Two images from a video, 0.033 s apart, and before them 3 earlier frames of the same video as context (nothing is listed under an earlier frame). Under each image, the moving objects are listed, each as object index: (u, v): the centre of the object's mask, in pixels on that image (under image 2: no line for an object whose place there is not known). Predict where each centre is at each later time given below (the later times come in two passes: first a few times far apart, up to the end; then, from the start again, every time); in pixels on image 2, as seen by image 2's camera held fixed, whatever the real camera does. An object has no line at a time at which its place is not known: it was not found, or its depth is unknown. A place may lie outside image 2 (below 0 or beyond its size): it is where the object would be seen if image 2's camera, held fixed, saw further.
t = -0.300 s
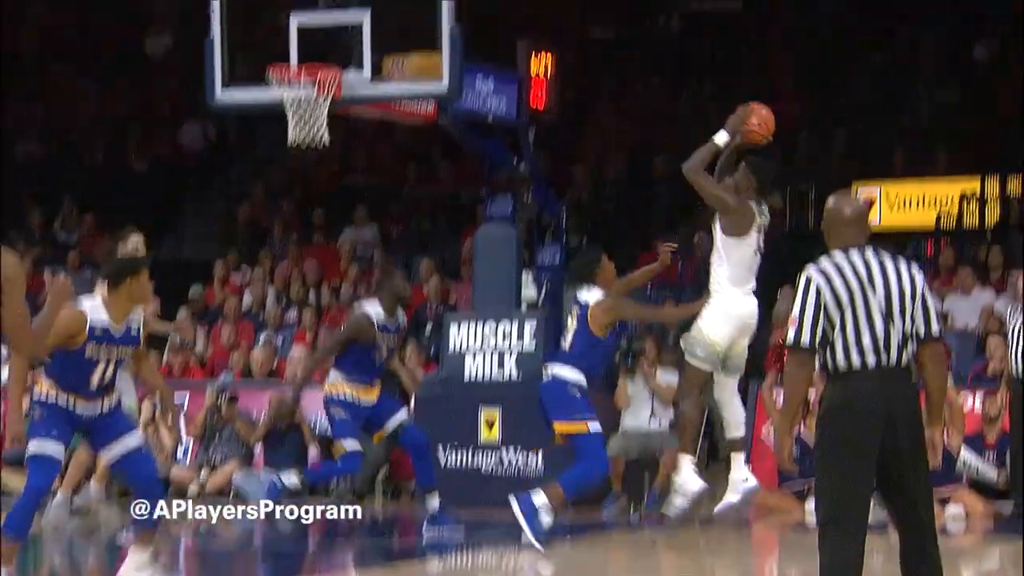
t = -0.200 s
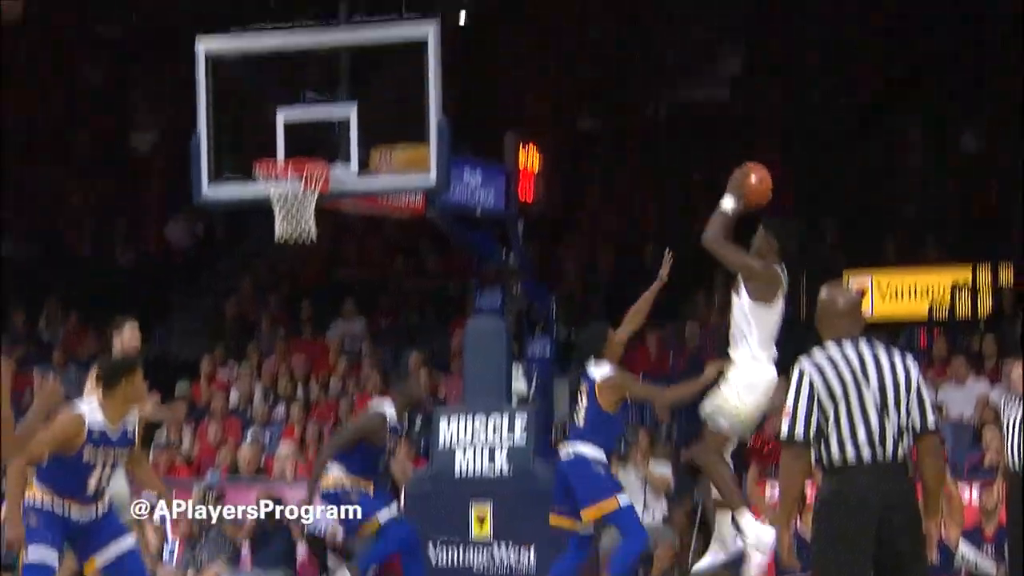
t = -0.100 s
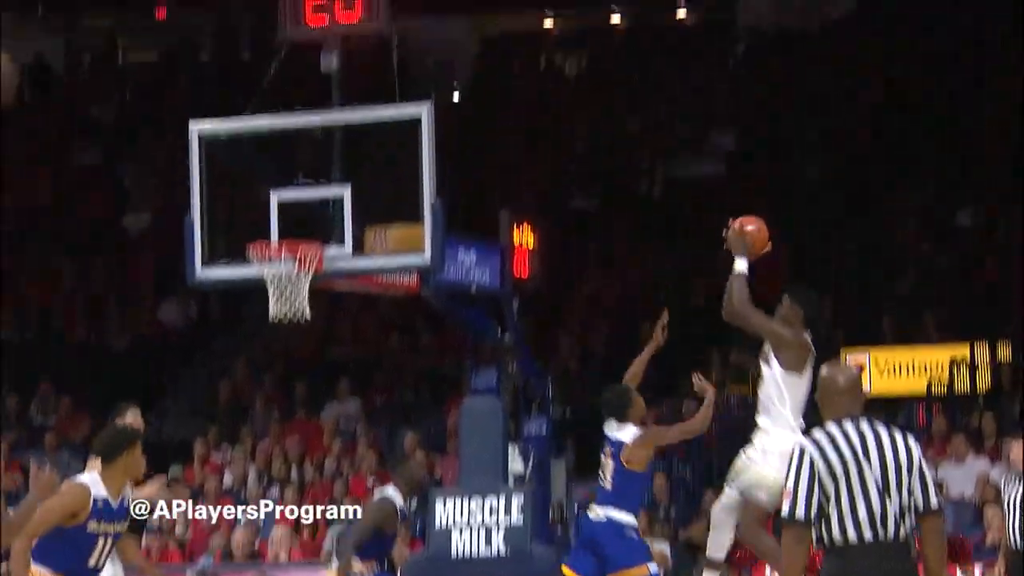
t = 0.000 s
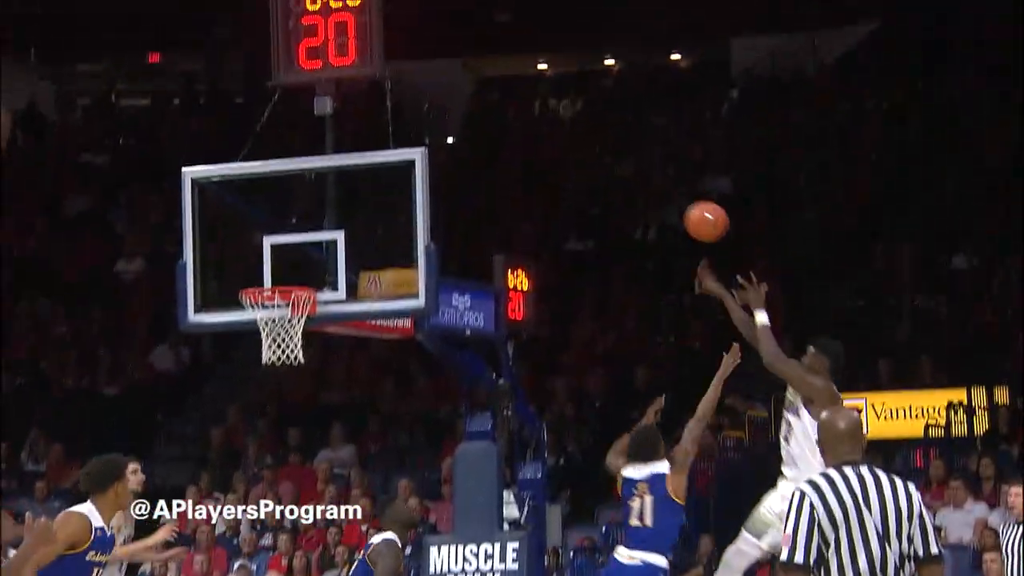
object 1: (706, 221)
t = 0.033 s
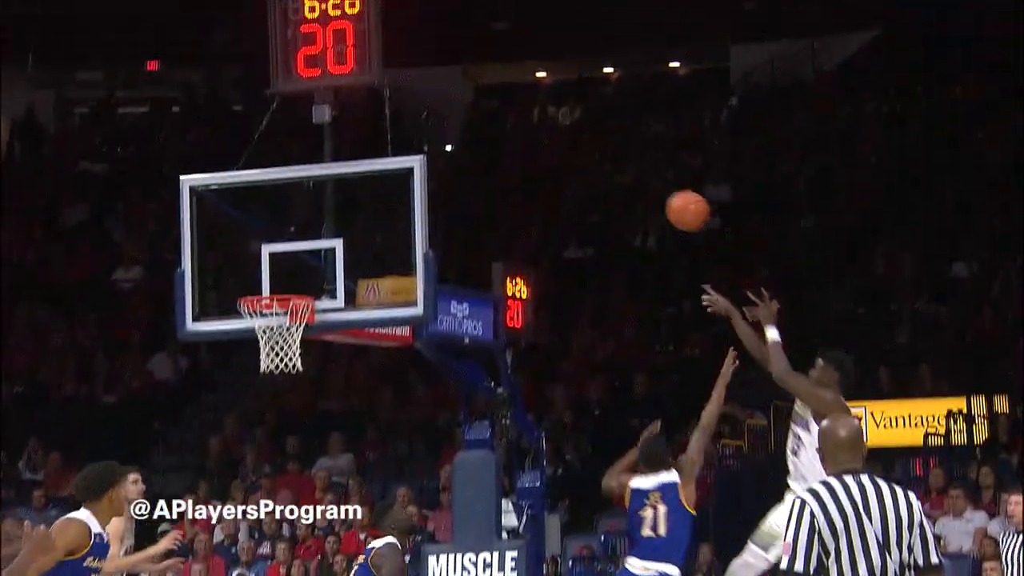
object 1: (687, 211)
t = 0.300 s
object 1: (547, 125)
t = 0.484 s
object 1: (458, 132)
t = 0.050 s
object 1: (678, 202)
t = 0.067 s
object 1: (669, 193)
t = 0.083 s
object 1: (660, 186)
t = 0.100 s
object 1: (651, 178)
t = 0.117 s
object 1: (642, 172)
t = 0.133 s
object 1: (633, 165)
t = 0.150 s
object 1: (624, 159)
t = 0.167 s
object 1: (616, 153)
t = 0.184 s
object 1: (607, 149)
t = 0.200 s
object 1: (599, 144)
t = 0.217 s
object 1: (590, 140)
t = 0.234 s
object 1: (582, 136)
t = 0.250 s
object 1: (573, 132)
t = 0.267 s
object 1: (565, 129)
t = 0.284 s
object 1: (556, 127)
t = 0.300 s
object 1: (547, 125)
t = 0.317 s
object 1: (539, 123)
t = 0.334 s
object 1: (531, 122)
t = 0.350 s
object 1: (523, 121)
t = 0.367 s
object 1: (515, 121)
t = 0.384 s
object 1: (507, 121)
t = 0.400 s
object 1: (498, 122)
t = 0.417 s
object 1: (490, 123)
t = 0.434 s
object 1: (482, 125)
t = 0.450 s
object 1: (474, 126)
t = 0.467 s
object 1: (466, 129)
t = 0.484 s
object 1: (458, 132)
